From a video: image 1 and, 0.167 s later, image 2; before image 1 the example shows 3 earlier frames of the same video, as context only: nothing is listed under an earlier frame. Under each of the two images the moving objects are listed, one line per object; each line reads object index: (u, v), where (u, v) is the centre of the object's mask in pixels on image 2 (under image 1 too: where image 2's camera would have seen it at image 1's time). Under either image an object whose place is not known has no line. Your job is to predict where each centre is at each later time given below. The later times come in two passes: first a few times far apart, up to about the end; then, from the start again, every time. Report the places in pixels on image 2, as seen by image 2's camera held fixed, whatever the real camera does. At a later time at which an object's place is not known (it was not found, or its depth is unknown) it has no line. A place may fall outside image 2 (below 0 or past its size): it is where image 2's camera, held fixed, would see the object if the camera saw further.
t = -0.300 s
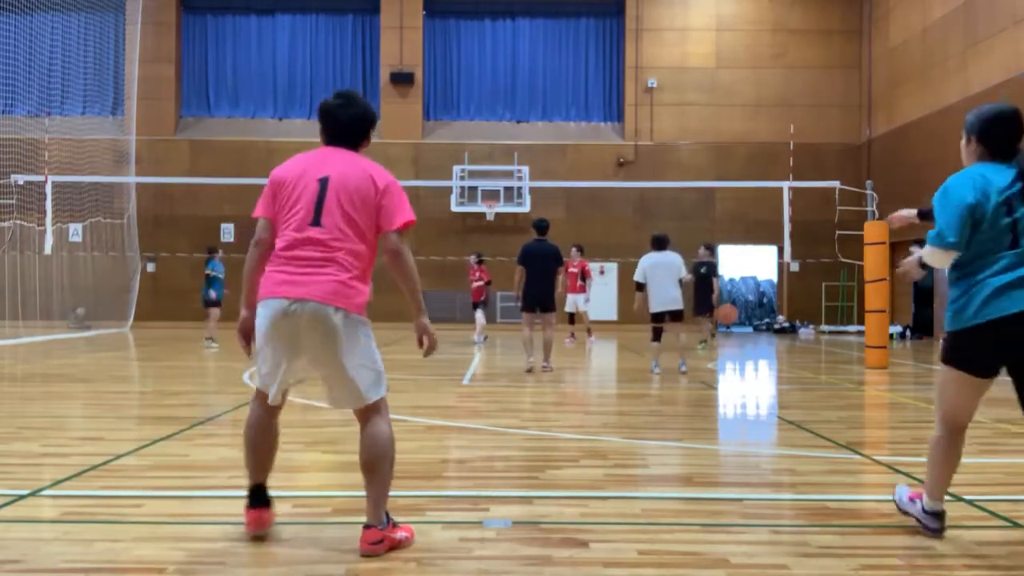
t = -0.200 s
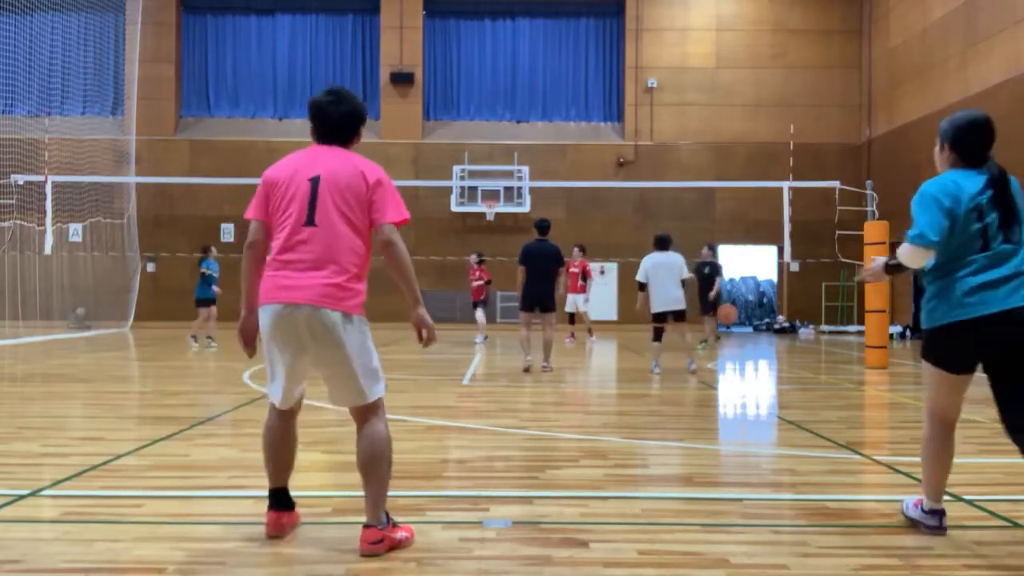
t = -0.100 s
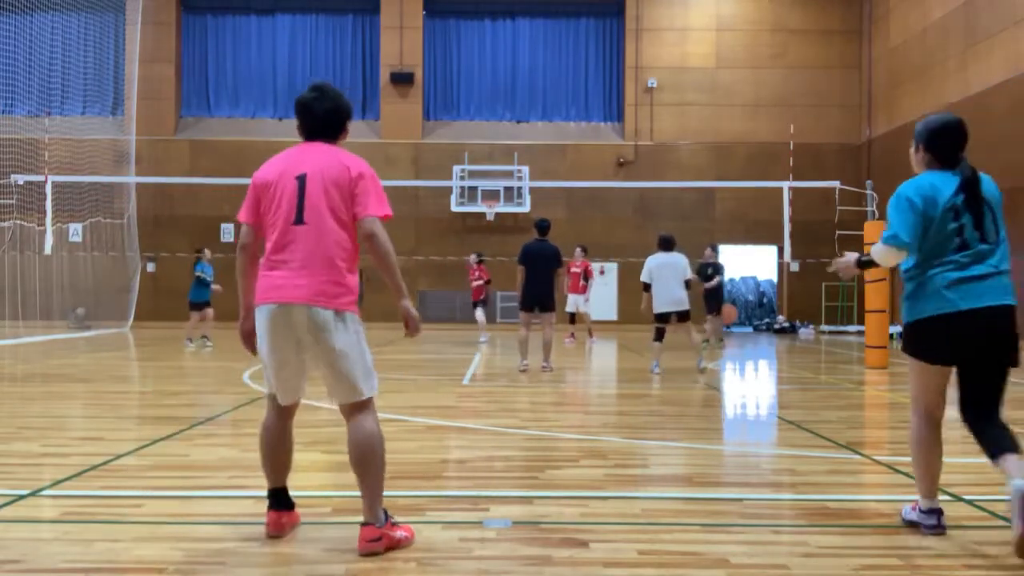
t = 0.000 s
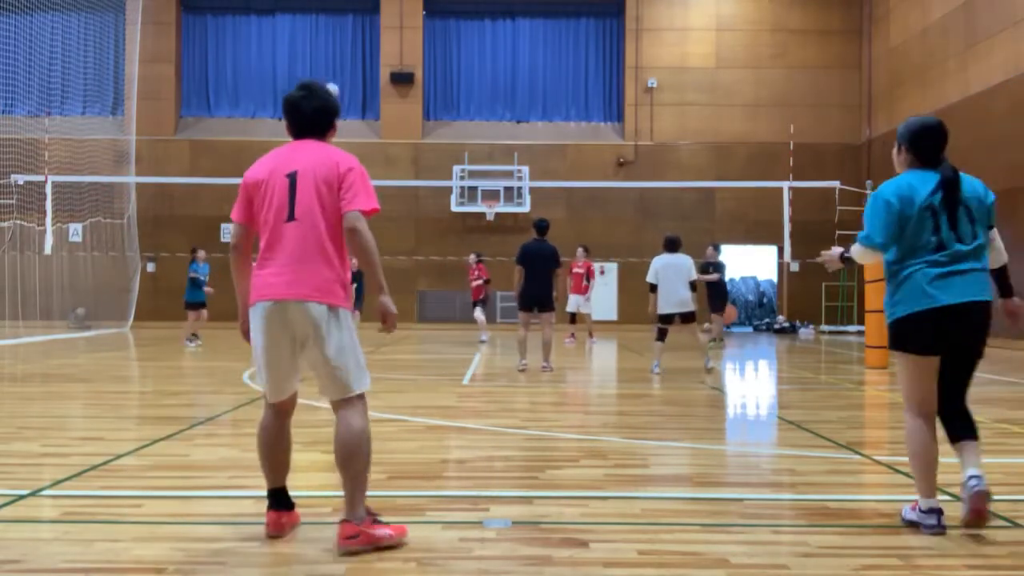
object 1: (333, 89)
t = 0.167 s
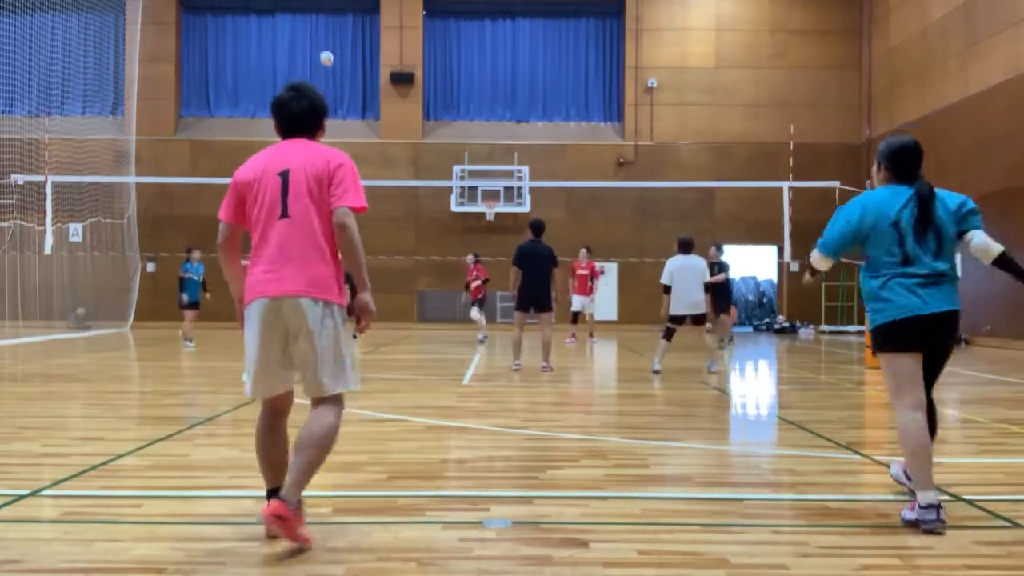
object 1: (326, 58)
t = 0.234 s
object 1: (325, 50)
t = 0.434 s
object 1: (318, 40)
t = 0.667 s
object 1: (309, 62)
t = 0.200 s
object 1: (325, 54)
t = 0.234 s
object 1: (325, 50)
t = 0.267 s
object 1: (323, 46)
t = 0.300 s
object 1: (322, 44)
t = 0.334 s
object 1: (321, 42)
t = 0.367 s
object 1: (320, 41)
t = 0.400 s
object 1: (319, 40)
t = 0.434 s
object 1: (318, 40)
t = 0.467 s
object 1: (317, 41)
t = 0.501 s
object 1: (315, 43)
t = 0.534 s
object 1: (314, 45)
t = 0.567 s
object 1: (313, 48)
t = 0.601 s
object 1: (312, 52)
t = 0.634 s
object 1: (310, 57)
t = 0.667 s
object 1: (309, 62)
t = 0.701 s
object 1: (308, 68)
